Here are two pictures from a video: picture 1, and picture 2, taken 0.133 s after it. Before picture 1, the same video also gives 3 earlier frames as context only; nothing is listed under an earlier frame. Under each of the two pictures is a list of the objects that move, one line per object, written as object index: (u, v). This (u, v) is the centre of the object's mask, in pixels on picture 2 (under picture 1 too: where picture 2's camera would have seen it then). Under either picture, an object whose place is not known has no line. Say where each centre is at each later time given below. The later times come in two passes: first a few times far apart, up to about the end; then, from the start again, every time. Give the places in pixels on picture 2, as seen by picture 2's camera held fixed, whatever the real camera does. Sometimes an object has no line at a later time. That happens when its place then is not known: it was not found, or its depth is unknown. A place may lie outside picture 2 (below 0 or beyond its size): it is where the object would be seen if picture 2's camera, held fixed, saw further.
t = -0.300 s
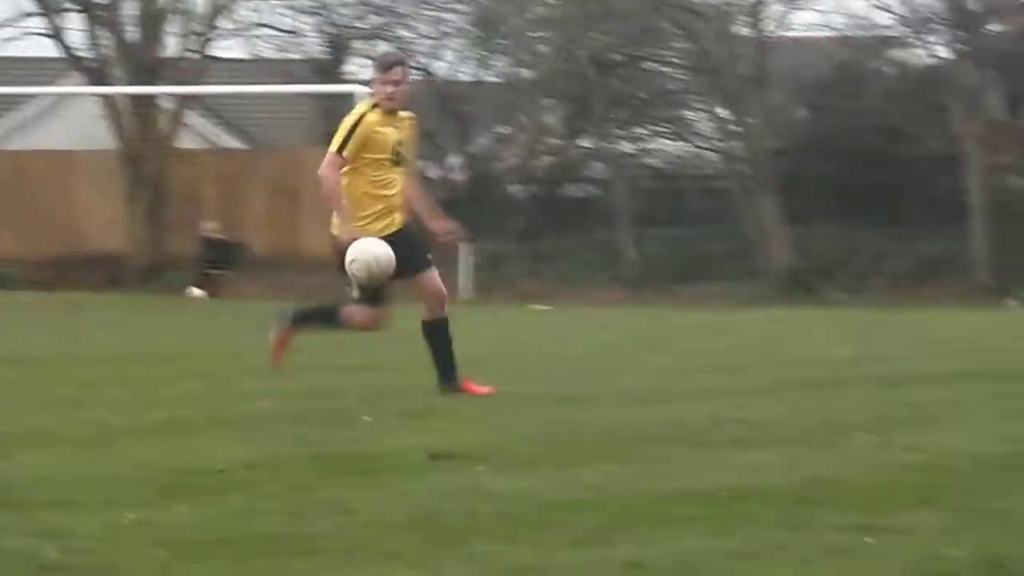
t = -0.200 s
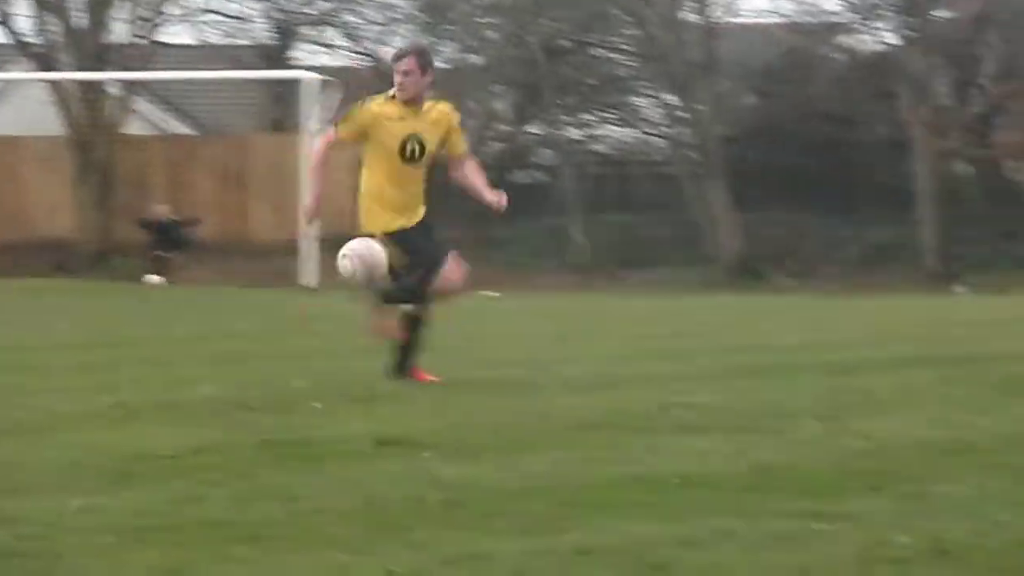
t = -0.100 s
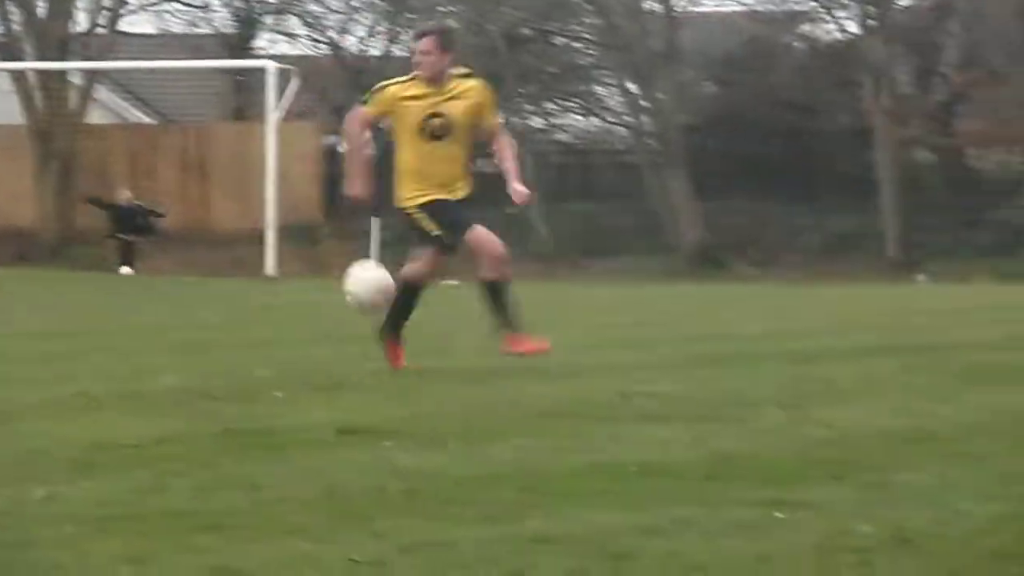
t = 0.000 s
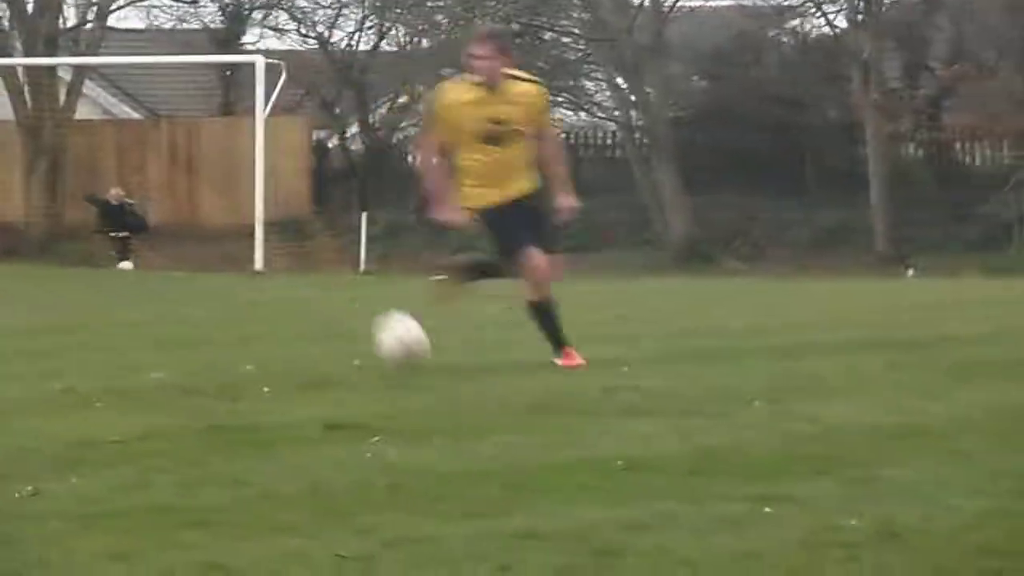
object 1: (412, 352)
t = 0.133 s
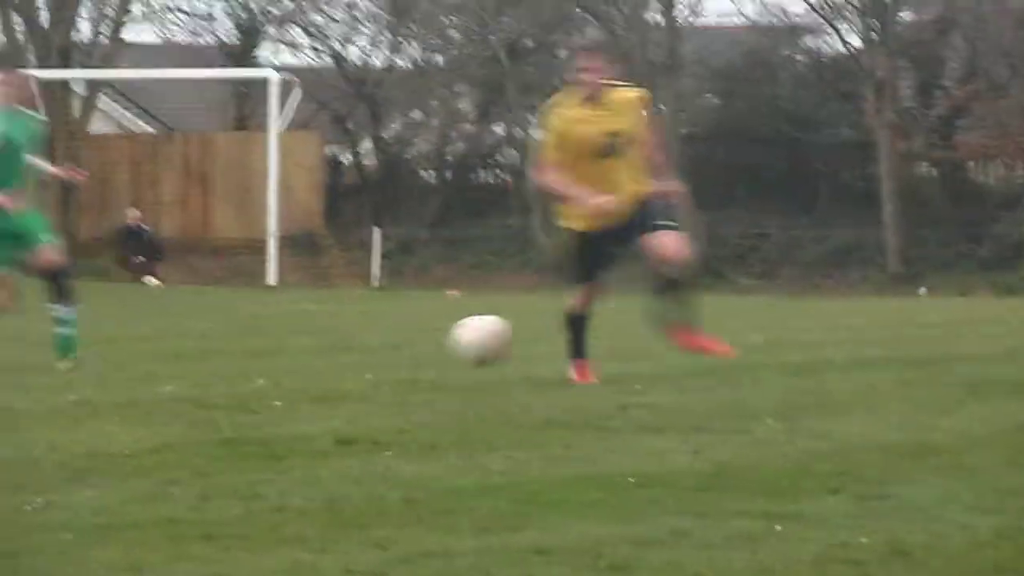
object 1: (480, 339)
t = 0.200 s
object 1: (515, 322)
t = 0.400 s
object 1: (617, 332)
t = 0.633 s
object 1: (746, 369)
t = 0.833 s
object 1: (855, 397)
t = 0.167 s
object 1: (497, 329)
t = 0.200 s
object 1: (515, 322)
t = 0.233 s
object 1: (533, 317)
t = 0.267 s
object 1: (550, 317)
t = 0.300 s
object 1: (566, 314)
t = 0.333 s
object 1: (585, 320)
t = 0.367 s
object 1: (601, 326)
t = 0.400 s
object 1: (617, 332)
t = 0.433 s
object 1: (633, 344)
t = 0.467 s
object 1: (652, 354)
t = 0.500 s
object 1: (669, 373)
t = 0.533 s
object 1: (688, 388)
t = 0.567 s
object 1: (702, 381)
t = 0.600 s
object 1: (730, 372)
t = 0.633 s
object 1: (746, 369)
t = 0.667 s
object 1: (764, 368)
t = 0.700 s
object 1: (778, 369)
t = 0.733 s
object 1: (797, 371)
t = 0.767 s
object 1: (815, 378)
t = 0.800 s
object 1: (836, 388)
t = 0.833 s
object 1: (855, 397)
